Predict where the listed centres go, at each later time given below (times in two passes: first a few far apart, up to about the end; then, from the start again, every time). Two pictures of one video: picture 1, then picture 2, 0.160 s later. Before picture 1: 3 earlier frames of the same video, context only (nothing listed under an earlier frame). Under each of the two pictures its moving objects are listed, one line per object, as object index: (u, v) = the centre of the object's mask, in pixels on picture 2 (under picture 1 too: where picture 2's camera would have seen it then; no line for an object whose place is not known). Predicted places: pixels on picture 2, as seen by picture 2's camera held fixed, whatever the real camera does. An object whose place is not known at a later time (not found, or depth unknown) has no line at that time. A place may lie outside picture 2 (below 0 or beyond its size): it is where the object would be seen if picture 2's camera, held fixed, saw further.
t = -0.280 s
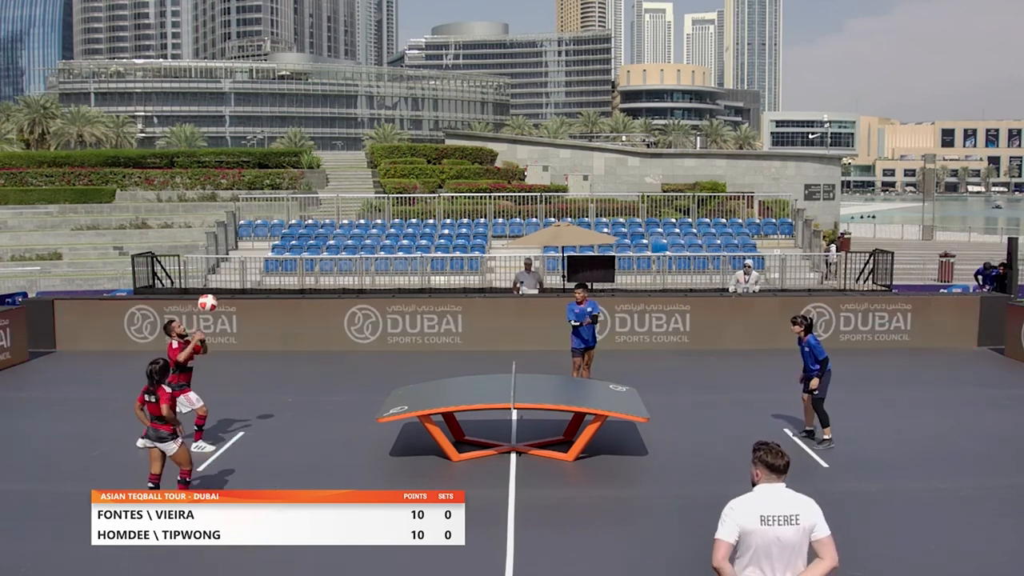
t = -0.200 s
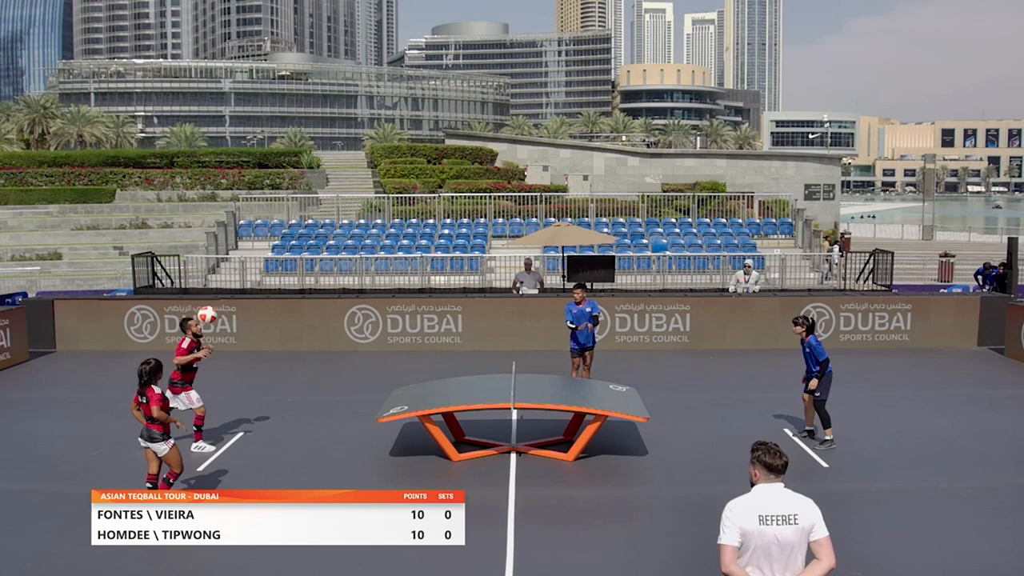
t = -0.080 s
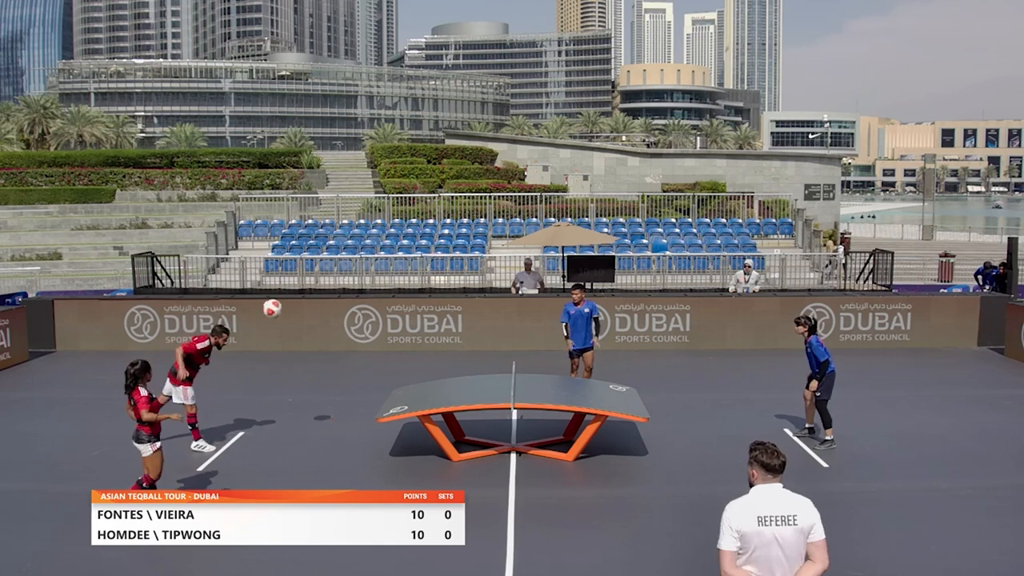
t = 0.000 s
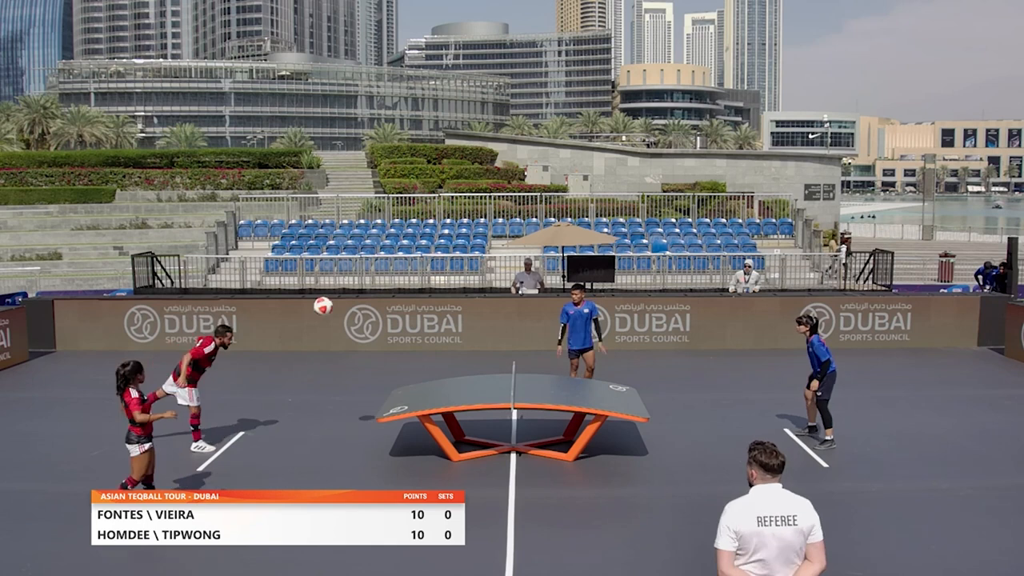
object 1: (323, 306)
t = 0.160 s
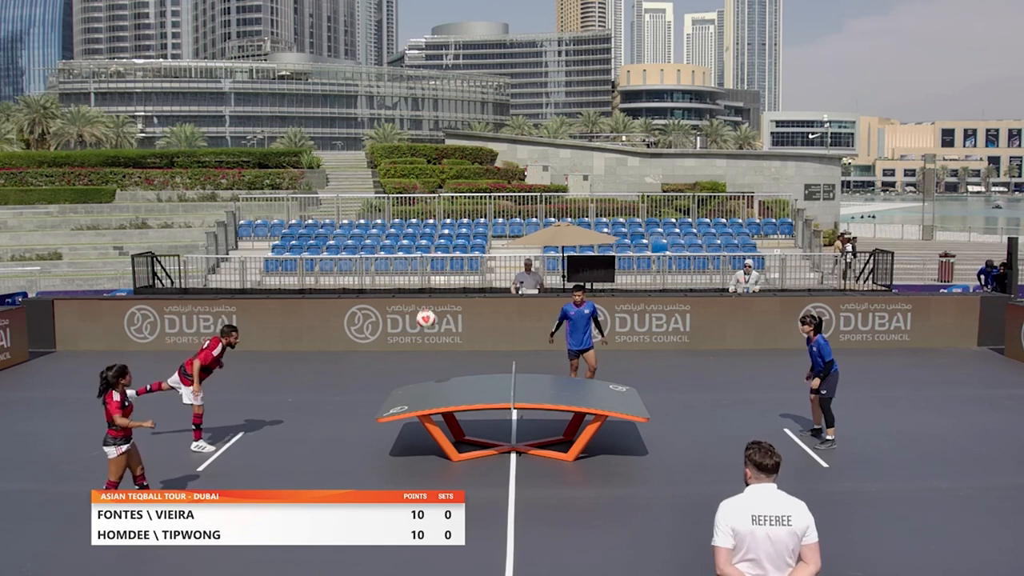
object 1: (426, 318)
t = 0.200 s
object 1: (451, 325)
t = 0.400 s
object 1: (577, 376)
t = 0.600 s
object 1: (693, 378)
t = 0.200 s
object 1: (451, 325)
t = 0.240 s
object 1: (477, 332)
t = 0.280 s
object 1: (503, 341)
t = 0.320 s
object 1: (528, 352)
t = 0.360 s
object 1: (553, 363)
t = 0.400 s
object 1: (577, 376)
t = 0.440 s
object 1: (602, 386)
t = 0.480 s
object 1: (625, 381)
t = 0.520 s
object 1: (648, 379)
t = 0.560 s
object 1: (670, 378)
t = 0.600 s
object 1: (693, 378)
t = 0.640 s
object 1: (715, 379)
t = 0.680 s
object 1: (738, 381)
